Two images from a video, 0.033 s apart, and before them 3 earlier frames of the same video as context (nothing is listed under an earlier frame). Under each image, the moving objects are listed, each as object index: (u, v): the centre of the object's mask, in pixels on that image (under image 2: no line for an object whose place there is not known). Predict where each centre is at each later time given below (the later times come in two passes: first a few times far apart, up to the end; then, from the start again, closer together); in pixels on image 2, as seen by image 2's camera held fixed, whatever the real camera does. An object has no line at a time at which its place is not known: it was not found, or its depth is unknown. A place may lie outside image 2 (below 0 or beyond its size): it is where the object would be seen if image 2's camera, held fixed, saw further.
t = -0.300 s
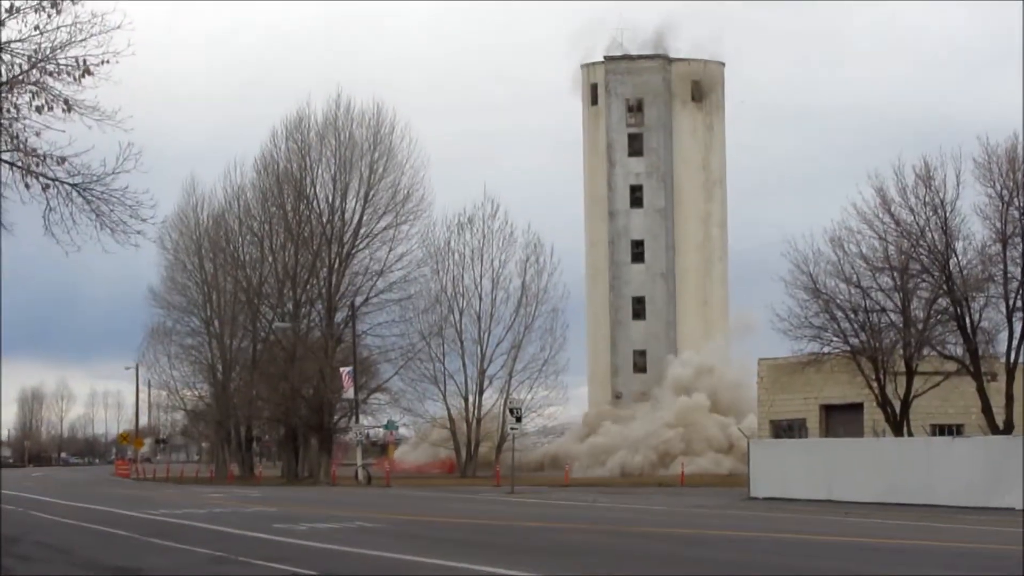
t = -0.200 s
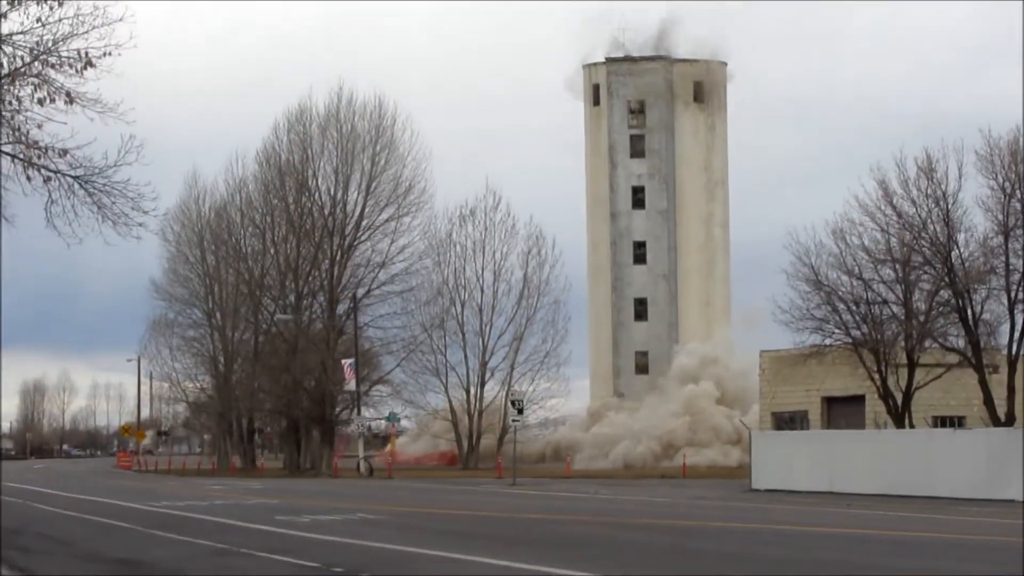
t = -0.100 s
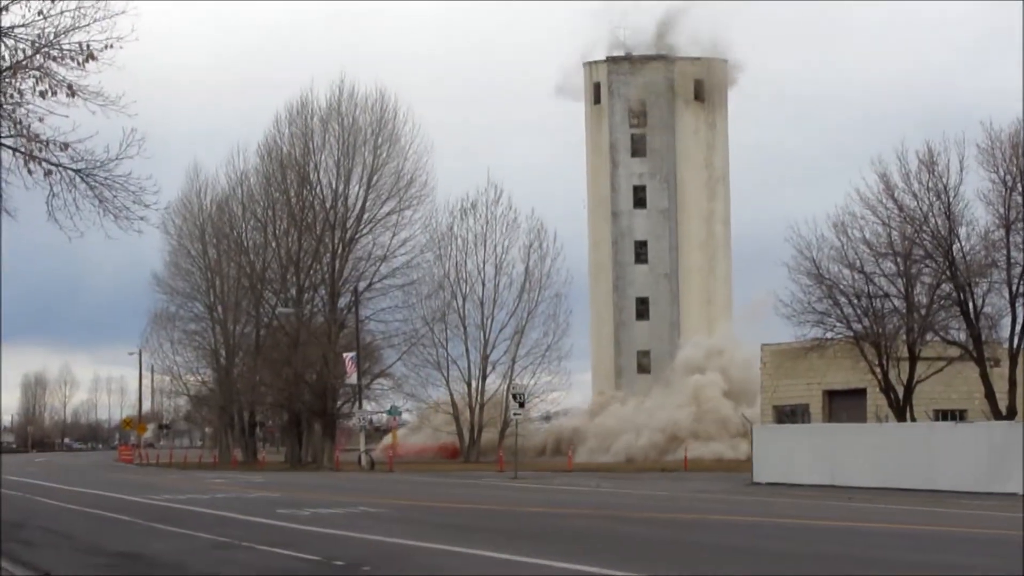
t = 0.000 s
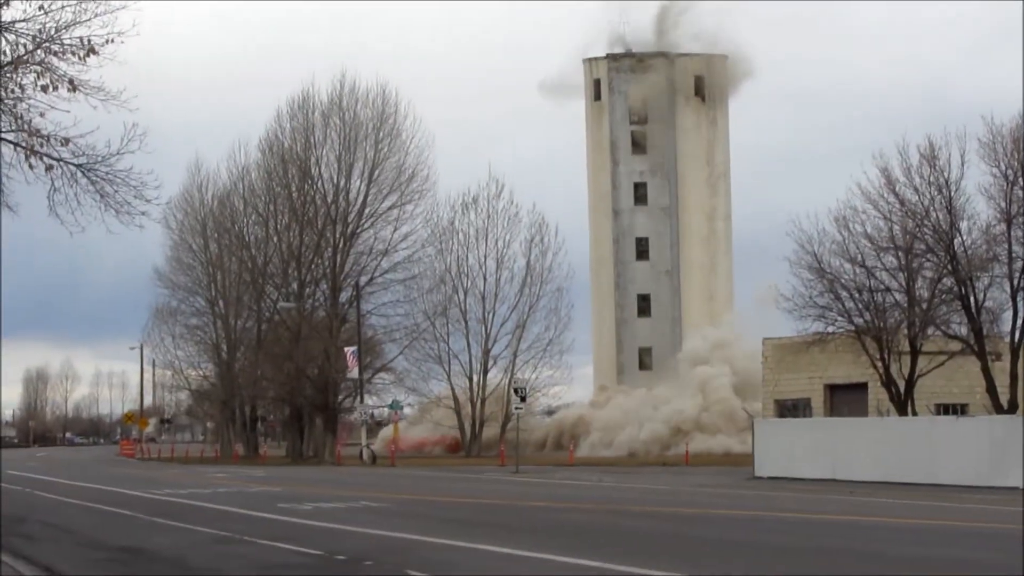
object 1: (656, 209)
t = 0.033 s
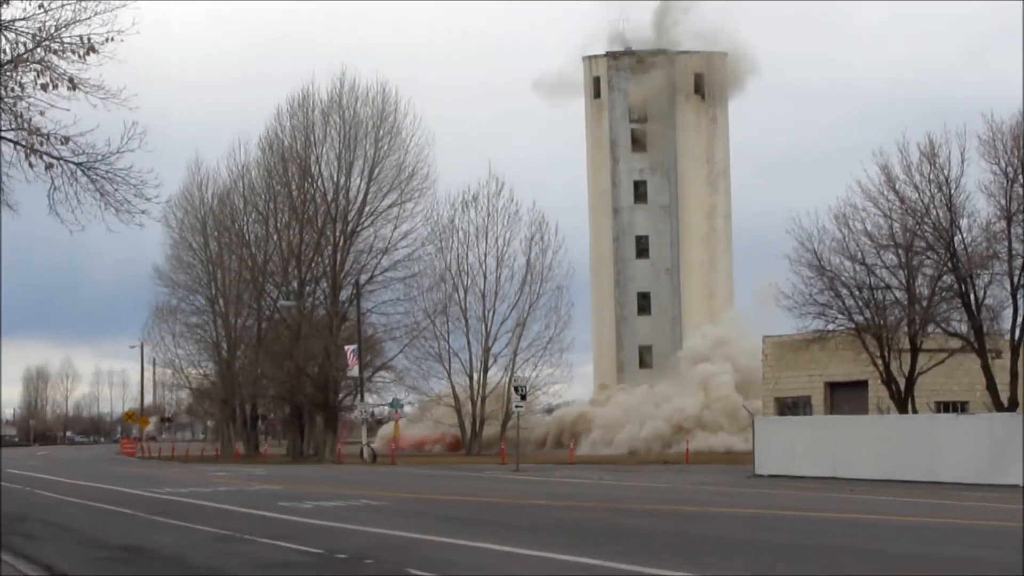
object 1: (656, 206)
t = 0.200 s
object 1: (655, 207)
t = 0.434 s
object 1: (654, 210)
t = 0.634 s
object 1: (655, 211)
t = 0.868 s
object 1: (654, 212)
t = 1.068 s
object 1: (654, 212)
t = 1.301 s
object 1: (654, 212)
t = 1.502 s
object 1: (654, 211)
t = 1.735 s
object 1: (654, 211)
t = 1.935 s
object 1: (654, 212)
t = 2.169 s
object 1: (652, 211)
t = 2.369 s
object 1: (652, 210)
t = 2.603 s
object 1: (651, 210)
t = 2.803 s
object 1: (650, 212)
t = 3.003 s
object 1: (649, 213)
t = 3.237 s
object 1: (647, 212)
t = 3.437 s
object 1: (646, 214)
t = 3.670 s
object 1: (646, 216)
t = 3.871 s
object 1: (646, 218)
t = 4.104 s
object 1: (644, 218)
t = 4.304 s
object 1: (633, 204)
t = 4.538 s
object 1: (628, 197)
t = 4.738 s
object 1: (627, 198)
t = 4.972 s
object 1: (626, 200)
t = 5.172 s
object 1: (624, 202)
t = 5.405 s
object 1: (619, 201)
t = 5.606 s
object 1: (615, 202)
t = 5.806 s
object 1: (611, 204)
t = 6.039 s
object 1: (603, 207)
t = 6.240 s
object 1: (598, 213)
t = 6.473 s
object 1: (590, 220)
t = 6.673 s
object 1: (583, 228)
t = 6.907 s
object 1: (573, 243)
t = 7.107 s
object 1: (562, 257)
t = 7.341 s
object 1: (546, 286)
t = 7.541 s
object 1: (526, 307)
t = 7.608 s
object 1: (520, 316)
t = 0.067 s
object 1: (656, 206)
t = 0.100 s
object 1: (655, 207)
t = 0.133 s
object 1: (655, 207)
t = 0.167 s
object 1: (655, 207)
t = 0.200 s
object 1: (655, 207)
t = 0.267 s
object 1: (654, 208)
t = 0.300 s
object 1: (654, 208)
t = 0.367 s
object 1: (654, 209)
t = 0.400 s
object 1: (654, 209)
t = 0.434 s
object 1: (654, 210)
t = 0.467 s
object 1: (654, 208)
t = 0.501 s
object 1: (654, 210)
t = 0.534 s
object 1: (654, 210)
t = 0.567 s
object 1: (654, 208)
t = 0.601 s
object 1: (655, 209)
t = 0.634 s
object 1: (655, 211)
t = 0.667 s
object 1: (655, 211)
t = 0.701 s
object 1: (655, 214)
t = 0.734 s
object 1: (655, 212)
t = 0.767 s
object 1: (654, 213)
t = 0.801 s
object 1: (654, 213)
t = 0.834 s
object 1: (654, 212)
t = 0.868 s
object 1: (654, 212)
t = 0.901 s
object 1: (654, 213)
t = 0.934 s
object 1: (654, 213)
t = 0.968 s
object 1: (654, 212)
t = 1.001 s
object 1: (654, 213)
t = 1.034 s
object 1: (654, 212)
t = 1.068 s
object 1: (654, 212)
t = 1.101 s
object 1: (654, 212)
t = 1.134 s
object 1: (654, 213)
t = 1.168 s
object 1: (654, 212)
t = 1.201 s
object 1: (654, 212)
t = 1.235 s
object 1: (654, 212)
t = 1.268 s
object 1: (654, 212)
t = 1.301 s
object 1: (654, 212)
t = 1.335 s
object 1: (654, 212)
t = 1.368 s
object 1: (654, 211)
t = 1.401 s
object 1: (654, 211)
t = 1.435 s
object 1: (654, 211)
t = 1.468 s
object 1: (654, 211)
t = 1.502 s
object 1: (654, 211)
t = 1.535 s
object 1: (654, 211)
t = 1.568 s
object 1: (654, 211)
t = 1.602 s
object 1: (654, 211)
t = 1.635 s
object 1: (654, 211)
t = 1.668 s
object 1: (654, 211)
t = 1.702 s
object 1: (654, 211)
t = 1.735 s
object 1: (654, 211)
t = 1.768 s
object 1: (654, 211)
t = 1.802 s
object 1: (653, 211)
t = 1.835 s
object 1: (654, 212)
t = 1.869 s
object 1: (654, 213)
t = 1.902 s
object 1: (654, 212)
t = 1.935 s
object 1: (654, 212)
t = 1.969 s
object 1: (653, 212)
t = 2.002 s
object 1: (653, 211)
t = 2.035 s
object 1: (653, 211)
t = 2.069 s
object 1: (653, 211)
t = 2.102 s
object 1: (653, 211)
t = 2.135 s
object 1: (652, 211)
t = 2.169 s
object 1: (652, 211)
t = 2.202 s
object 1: (652, 210)
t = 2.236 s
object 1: (652, 209)
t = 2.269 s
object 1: (653, 210)
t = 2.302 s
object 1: (652, 210)
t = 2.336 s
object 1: (652, 209)
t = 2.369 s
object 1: (652, 210)
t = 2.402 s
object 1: (652, 210)
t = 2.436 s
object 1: (652, 210)
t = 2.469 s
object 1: (652, 210)
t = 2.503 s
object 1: (651, 210)
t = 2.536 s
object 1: (651, 210)
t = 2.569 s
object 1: (651, 210)
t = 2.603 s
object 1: (651, 210)
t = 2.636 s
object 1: (651, 210)
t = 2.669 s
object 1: (651, 211)
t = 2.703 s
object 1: (651, 211)
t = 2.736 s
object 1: (651, 211)
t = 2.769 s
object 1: (650, 211)
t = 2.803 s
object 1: (650, 212)
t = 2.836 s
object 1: (650, 211)
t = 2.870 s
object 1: (650, 212)
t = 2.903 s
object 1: (649, 212)
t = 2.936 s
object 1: (650, 213)
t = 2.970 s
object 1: (649, 212)
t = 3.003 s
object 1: (649, 213)
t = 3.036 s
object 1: (648, 212)
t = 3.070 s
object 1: (648, 212)
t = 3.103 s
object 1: (648, 212)
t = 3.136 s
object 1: (648, 212)
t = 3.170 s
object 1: (647, 212)
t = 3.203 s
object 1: (647, 212)
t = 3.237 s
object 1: (647, 212)
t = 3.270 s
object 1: (647, 213)
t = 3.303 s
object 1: (647, 213)
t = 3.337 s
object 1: (647, 213)
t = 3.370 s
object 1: (647, 214)
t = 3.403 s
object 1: (642, 204)
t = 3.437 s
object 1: (646, 214)
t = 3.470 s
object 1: (646, 214)
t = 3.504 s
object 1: (646, 214)
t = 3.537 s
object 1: (647, 215)
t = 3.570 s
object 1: (646, 215)
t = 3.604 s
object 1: (646, 215)
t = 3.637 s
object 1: (646, 216)
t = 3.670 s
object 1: (646, 216)
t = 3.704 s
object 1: (644, 215)
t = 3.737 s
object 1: (645, 216)
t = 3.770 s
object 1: (645, 216)
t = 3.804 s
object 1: (645, 217)
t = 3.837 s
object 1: (645, 217)
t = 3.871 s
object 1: (646, 218)
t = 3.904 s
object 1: (645, 217)
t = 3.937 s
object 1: (645, 218)
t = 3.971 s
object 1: (645, 218)
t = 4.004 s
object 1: (644, 217)
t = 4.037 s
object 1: (644, 218)
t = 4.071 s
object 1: (644, 218)
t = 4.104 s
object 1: (644, 218)
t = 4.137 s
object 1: (644, 218)
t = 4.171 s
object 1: (644, 218)
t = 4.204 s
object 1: (644, 219)
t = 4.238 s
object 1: (635, 207)
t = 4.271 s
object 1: (634, 205)
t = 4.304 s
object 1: (633, 204)
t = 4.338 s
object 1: (633, 203)
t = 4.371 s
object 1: (632, 201)
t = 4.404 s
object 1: (632, 201)
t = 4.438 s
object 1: (630, 200)
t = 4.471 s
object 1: (630, 198)
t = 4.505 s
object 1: (629, 197)
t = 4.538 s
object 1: (628, 197)
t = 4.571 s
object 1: (628, 197)
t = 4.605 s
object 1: (627, 197)
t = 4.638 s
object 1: (627, 197)
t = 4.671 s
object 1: (627, 197)
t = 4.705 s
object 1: (627, 198)
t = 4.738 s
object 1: (627, 198)
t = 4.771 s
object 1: (626, 197)
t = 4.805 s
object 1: (625, 195)
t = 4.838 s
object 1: (626, 197)
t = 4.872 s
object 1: (626, 199)
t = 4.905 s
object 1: (626, 197)
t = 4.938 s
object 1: (625, 198)
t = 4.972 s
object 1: (626, 200)
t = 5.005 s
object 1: (625, 200)
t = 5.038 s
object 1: (625, 200)
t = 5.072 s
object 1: (624, 201)
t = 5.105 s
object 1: (624, 201)
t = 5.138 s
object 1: (625, 202)
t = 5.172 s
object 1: (624, 202)
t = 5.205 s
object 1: (623, 201)
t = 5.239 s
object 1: (622, 201)
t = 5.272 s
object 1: (622, 200)
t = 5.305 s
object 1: (621, 201)
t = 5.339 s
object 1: (620, 200)
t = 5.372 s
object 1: (619, 200)
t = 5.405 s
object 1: (619, 201)
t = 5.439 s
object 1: (619, 202)
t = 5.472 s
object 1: (619, 202)
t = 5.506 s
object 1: (618, 202)
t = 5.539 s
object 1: (617, 202)
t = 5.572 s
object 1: (616, 203)
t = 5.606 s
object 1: (615, 202)
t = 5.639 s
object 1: (615, 203)
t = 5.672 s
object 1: (614, 203)
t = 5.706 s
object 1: (613, 203)
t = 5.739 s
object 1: (612, 203)
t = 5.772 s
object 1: (612, 204)
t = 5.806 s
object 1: (611, 204)
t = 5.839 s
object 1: (610, 204)
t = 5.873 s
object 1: (609, 205)
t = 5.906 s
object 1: (608, 204)
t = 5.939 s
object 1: (607, 206)
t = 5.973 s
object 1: (605, 205)
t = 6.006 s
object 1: (604, 205)
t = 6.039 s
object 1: (603, 207)
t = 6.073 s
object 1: (602, 207)
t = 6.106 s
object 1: (601, 208)
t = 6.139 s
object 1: (600, 209)
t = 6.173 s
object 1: (600, 210)
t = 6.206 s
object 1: (599, 212)
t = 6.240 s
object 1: (598, 213)
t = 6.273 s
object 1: (598, 214)
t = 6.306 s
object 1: (598, 216)
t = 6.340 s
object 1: (597, 218)
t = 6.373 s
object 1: (595, 219)
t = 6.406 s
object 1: (594, 220)
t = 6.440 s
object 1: (592, 220)
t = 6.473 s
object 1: (590, 220)
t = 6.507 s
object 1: (589, 223)
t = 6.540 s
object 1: (588, 223)
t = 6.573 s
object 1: (586, 224)
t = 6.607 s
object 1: (585, 225)
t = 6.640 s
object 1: (583, 226)
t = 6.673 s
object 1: (583, 228)
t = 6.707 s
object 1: (581, 230)
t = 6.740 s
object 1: (581, 233)
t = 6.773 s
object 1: (580, 235)
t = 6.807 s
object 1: (578, 237)
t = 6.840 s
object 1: (576, 238)
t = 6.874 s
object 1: (575, 240)
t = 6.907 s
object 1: (573, 243)
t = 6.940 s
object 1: (572, 245)
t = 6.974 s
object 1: (569, 247)
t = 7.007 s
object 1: (567, 249)
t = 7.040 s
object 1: (564, 251)
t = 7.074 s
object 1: (563, 254)
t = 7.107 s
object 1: (562, 257)
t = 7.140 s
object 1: (559, 260)
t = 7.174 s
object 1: (557, 264)
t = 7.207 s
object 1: (554, 264)
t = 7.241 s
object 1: (551, 271)
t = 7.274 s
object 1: (550, 278)
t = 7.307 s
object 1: (548, 281)
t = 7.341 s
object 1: (546, 286)
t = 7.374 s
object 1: (544, 291)
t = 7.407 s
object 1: (542, 295)
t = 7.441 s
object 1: (534, 295)
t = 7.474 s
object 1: (532, 299)
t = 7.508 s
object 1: (530, 304)
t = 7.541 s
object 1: (526, 307)
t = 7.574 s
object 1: (522, 311)
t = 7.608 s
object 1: (520, 316)
